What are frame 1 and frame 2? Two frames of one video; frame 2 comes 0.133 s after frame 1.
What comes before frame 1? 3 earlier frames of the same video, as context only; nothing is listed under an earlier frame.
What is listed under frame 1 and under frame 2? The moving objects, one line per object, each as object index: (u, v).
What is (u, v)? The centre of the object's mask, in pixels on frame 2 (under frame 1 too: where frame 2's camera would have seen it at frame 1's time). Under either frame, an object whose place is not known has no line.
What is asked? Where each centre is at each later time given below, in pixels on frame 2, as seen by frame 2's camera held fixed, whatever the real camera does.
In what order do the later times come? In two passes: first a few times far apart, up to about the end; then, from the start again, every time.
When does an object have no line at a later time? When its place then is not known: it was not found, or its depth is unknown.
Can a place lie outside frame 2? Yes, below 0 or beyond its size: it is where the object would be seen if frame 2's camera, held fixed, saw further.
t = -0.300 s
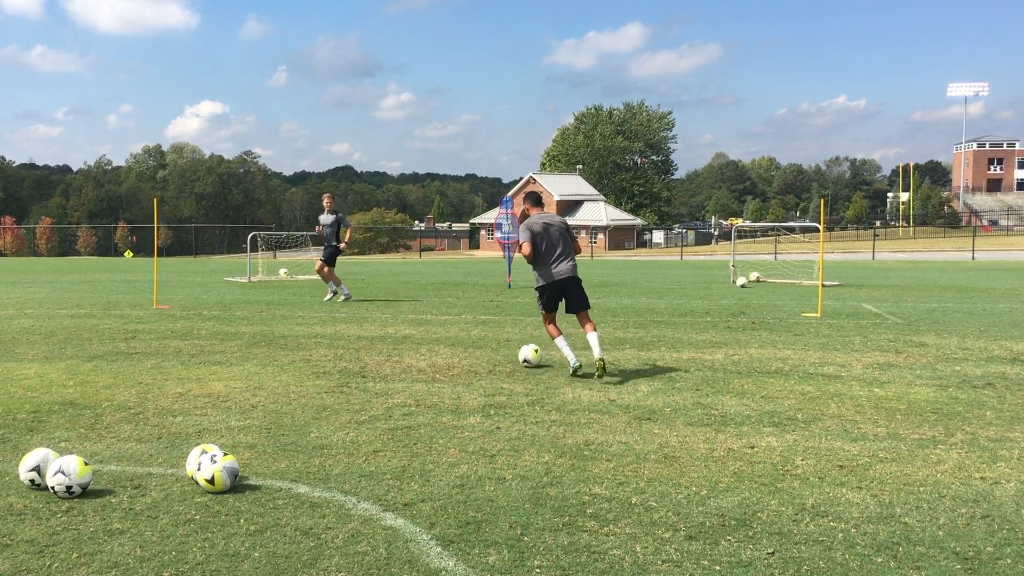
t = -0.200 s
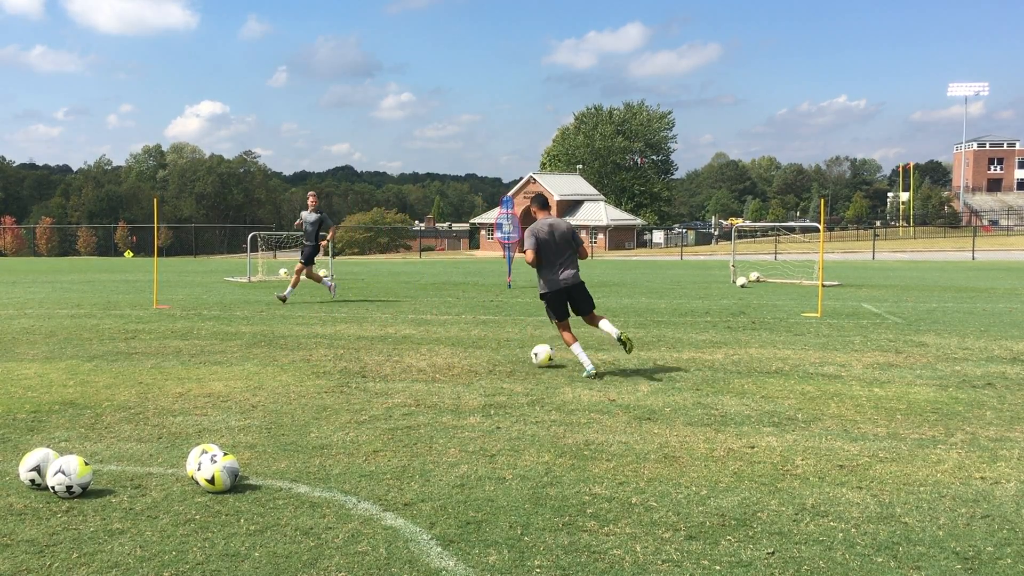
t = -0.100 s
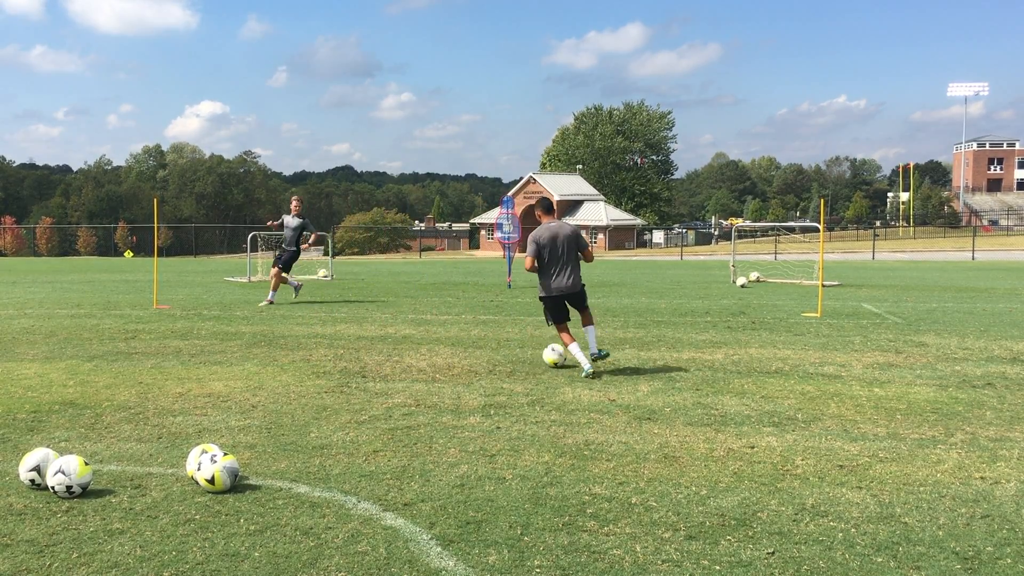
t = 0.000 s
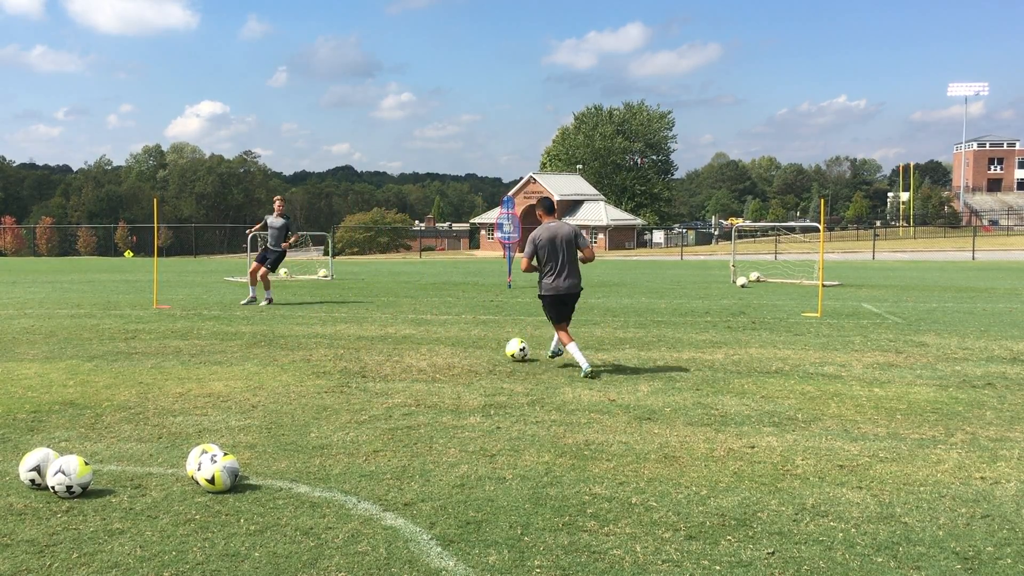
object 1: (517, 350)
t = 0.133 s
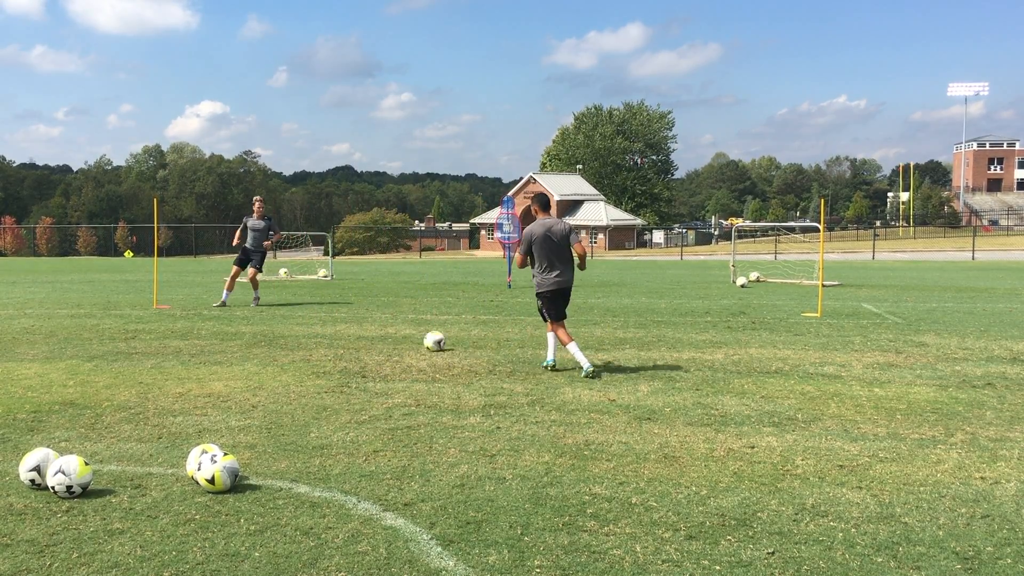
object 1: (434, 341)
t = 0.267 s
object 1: (370, 331)
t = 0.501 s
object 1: (286, 318)
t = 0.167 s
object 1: (417, 338)
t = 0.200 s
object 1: (401, 334)
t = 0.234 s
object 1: (385, 332)
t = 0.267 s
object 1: (370, 331)
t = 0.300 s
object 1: (355, 331)
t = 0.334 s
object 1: (341, 330)
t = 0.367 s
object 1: (330, 326)
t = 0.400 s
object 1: (319, 322)
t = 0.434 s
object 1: (307, 320)
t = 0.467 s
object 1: (296, 318)
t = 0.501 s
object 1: (286, 318)
